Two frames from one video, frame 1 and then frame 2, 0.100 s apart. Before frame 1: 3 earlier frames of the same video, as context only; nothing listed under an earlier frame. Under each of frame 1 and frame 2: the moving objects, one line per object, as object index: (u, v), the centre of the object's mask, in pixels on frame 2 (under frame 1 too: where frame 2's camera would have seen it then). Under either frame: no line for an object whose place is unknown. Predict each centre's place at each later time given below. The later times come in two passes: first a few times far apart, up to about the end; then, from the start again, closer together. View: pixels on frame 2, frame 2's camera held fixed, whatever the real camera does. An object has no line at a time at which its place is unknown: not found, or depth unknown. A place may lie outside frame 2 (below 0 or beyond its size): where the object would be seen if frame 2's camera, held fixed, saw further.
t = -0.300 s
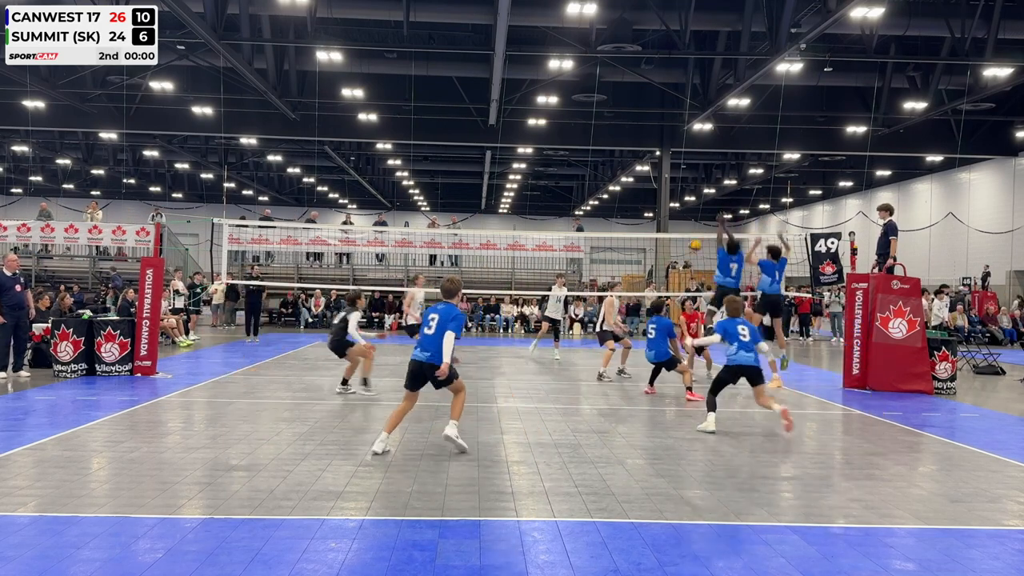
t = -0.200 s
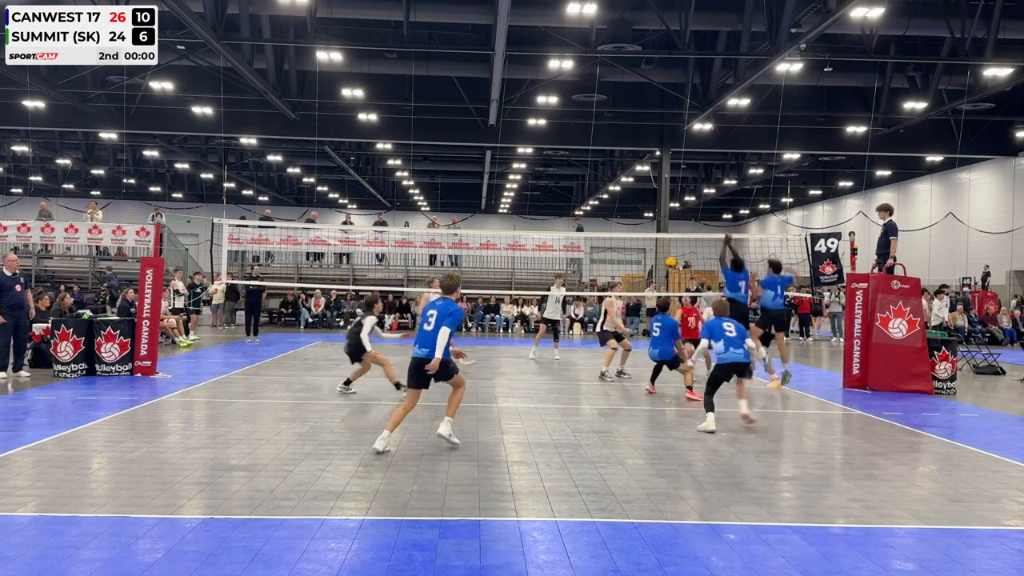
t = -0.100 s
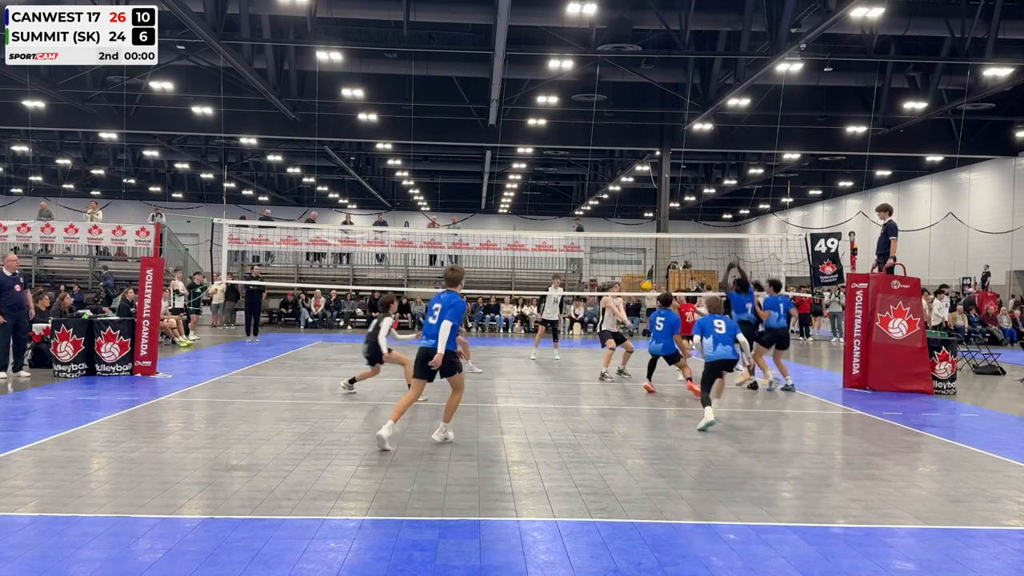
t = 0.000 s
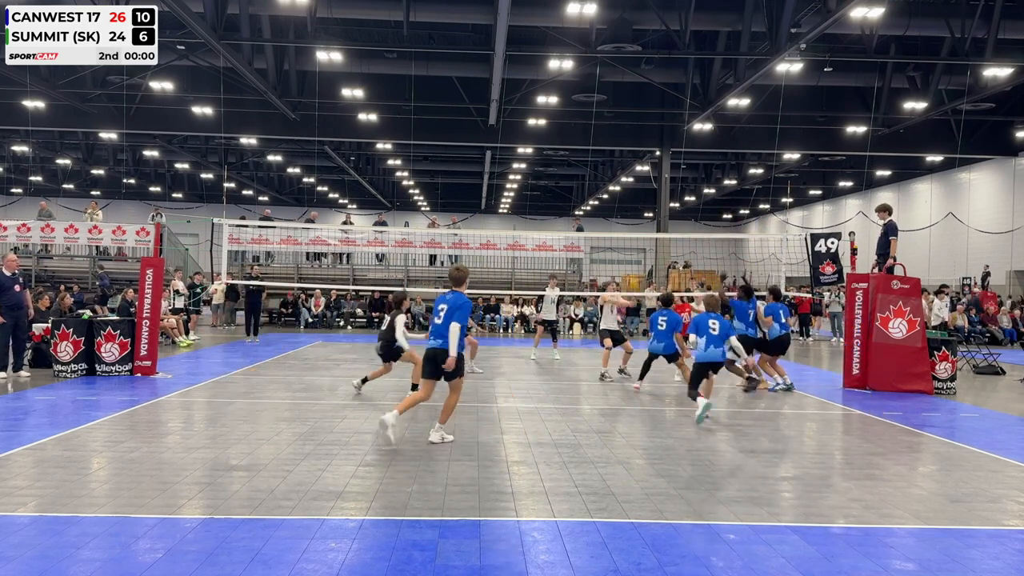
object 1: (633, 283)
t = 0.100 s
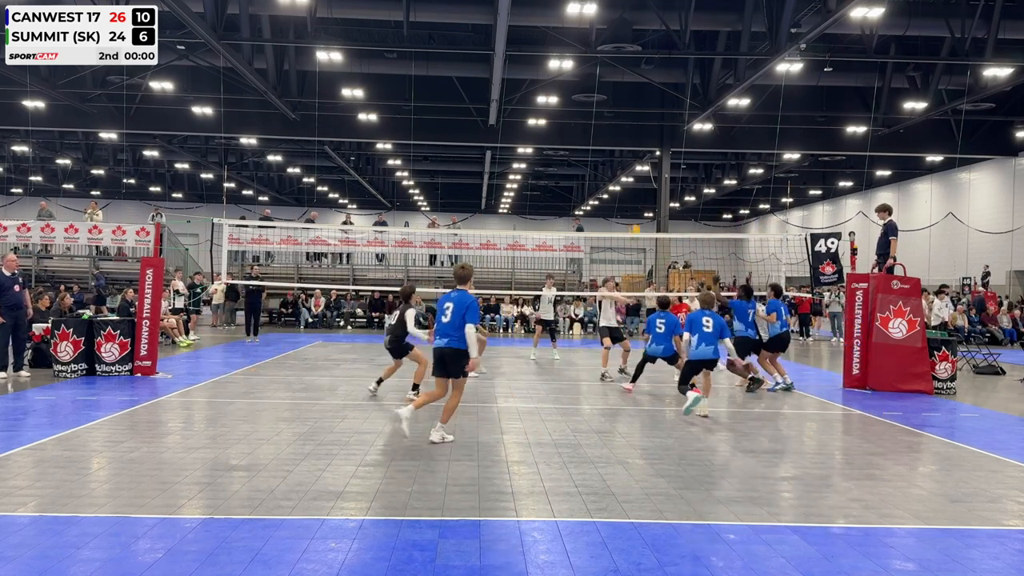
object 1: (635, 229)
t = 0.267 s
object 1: (638, 164)
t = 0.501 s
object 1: (643, 99)
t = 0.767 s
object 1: (647, 66)
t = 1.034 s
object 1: (648, 72)
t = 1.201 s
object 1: (649, 97)
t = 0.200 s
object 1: (637, 189)
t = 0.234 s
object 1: (638, 177)
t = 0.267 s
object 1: (638, 164)
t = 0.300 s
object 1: (639, 153)
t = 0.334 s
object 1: (640, 141)
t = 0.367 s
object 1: (640, 132)
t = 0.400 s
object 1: (641, 123)
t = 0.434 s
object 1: (642, 115)
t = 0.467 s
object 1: (642, 107)
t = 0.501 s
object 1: (643, 99)
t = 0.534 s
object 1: (644, 93)
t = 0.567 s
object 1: (644, 87)
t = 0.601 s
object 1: (645, 82)
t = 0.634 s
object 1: (645, 77)
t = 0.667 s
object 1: (645, 74)
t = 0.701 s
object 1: (646, 70)
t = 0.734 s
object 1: (646, 68)
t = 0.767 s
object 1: (647, 66)
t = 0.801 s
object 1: (647, 64)
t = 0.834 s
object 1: (647, 64)
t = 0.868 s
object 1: (648, 64)
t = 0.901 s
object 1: (648, 64)
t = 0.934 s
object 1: (648, 66)
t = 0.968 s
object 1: (648, 67)
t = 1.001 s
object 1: (648, 70)
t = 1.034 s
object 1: (648, 72)
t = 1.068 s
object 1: (649, 77)
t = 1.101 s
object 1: (649, 81)
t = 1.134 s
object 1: (649, 86)
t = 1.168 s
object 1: (649, 91)
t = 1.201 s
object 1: (649, 97)
